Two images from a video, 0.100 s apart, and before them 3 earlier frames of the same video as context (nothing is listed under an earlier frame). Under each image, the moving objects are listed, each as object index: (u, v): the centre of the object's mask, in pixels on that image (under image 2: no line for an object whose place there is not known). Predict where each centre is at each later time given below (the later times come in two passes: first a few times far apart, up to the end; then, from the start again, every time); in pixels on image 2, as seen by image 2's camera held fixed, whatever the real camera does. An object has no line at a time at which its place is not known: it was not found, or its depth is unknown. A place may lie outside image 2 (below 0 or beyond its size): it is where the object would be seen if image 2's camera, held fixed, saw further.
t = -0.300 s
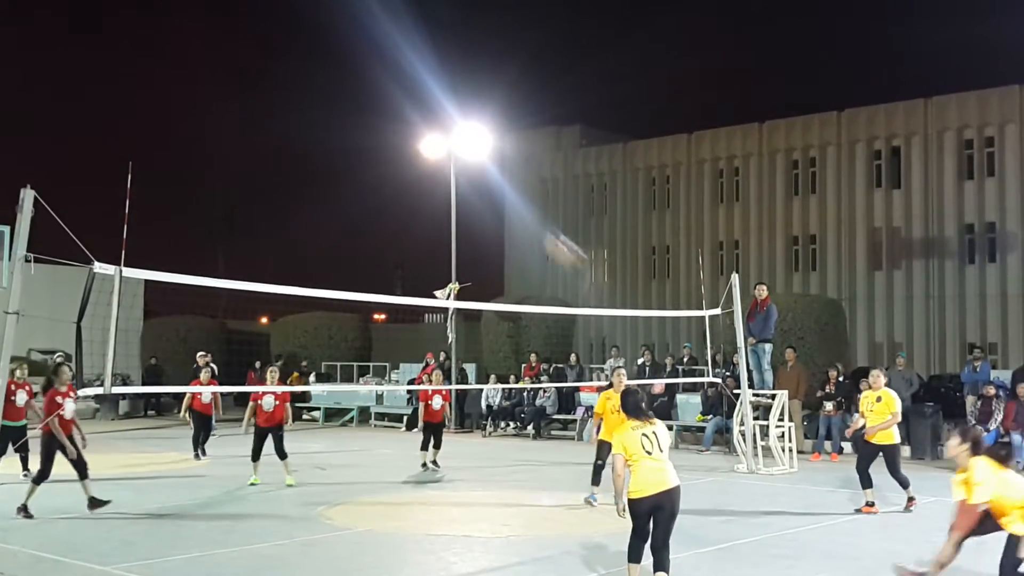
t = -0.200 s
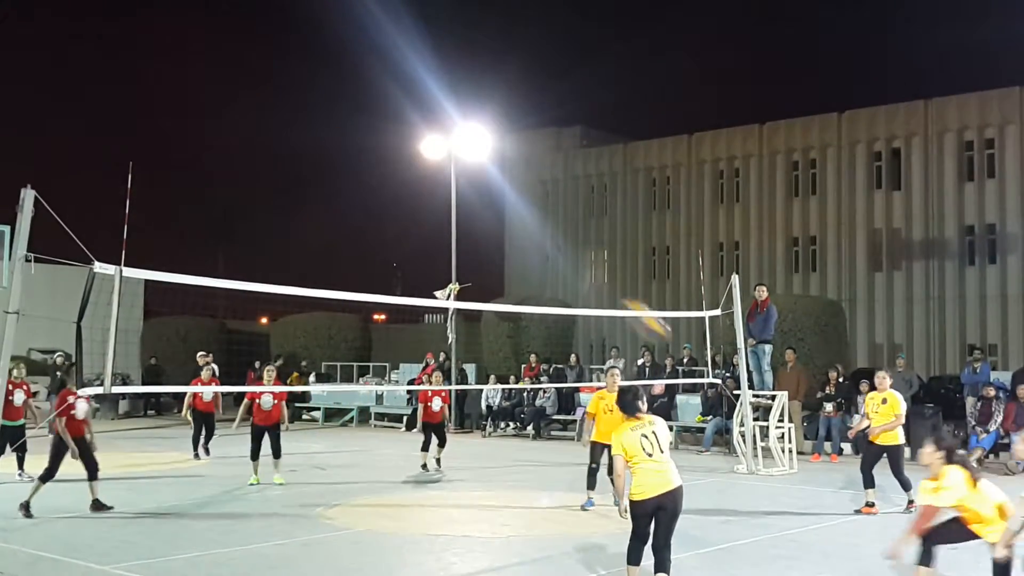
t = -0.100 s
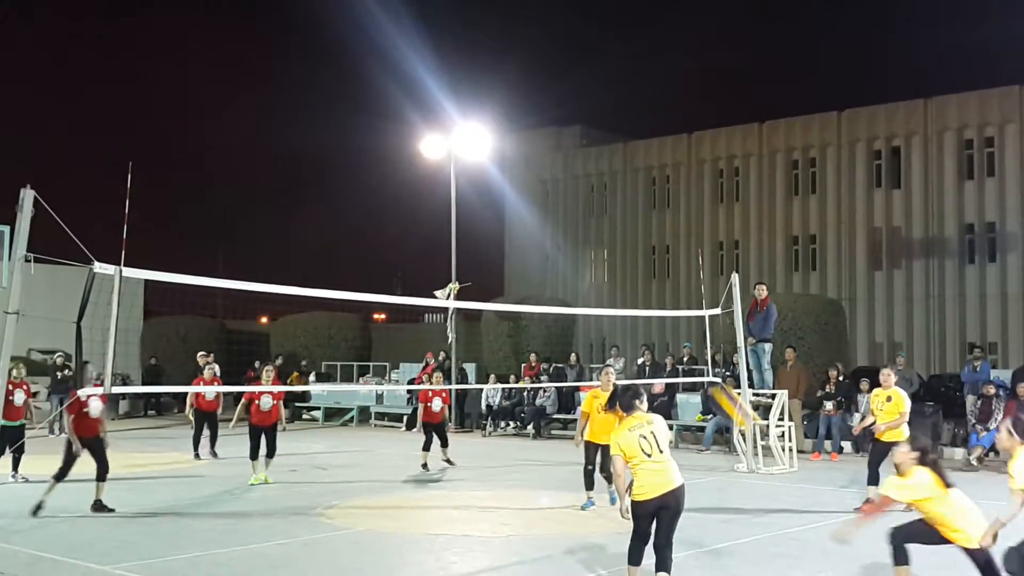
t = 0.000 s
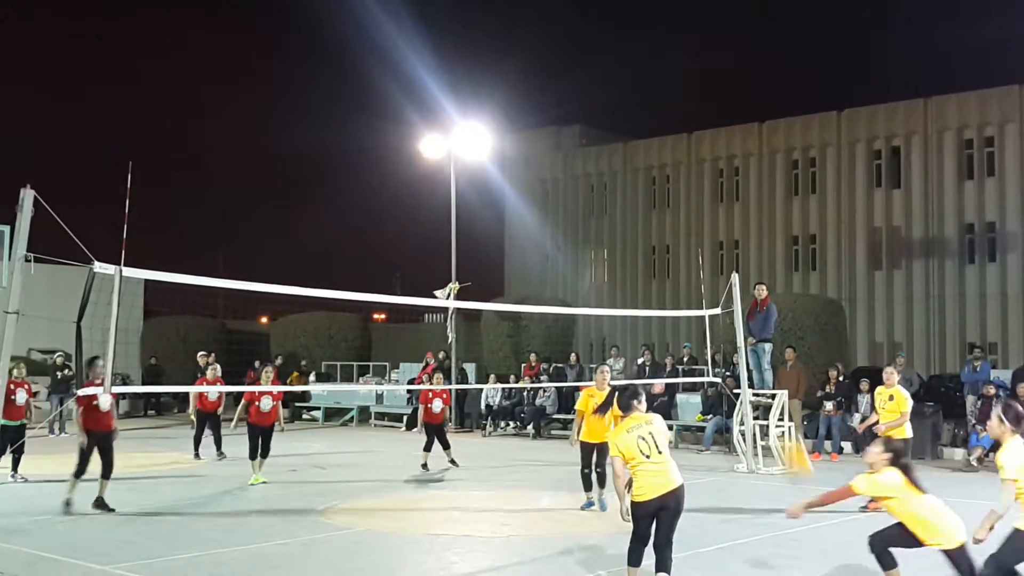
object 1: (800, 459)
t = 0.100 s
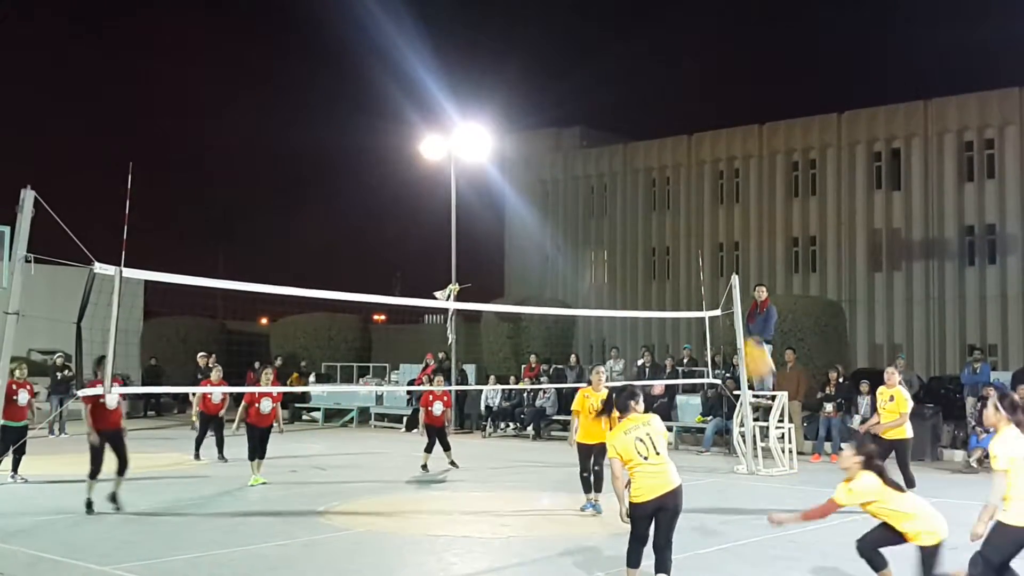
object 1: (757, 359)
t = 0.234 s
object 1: (714, 263)
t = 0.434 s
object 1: (661, 169)
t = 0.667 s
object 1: (609, 128)
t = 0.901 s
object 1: (565, 150)
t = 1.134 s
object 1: (525, 221)
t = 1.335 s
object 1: (493, 323)
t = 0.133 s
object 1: (748, 332)
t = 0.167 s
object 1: (735, 308)
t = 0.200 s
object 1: (723, 283)
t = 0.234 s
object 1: (714, 263)
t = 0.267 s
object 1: (705, 243)
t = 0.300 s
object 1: (695, 225)
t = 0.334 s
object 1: (687, 208)
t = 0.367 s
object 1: (677, 194)
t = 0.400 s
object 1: (669, 181)
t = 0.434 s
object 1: (661, 169)
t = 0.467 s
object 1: (652, 159)
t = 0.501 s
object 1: (645, 150)
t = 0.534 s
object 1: (637, 143)
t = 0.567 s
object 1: (629, 138)
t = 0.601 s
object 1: (622, 133)
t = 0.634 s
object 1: (615, 130)
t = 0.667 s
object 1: (609, 128)
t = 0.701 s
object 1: (602, 128)
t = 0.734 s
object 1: (596, 129)
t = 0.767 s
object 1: (589, 131)
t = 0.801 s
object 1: (583, 133)
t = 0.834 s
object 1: (577, 138)
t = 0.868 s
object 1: (572, 142)
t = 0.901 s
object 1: (565, 150)
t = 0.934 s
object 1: (558, 157)
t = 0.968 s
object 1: (552, 165)
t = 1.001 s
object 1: (547, 175)
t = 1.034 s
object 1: (542, 185)
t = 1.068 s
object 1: (538, 195)
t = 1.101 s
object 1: (531, 209)
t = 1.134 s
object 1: (525, 221)
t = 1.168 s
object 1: (519, 237)
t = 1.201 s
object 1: (515, 251)
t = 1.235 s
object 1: (510, 267)
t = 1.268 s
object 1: (505, 284)
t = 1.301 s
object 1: (500, 297)
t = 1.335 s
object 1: (493, 323)
